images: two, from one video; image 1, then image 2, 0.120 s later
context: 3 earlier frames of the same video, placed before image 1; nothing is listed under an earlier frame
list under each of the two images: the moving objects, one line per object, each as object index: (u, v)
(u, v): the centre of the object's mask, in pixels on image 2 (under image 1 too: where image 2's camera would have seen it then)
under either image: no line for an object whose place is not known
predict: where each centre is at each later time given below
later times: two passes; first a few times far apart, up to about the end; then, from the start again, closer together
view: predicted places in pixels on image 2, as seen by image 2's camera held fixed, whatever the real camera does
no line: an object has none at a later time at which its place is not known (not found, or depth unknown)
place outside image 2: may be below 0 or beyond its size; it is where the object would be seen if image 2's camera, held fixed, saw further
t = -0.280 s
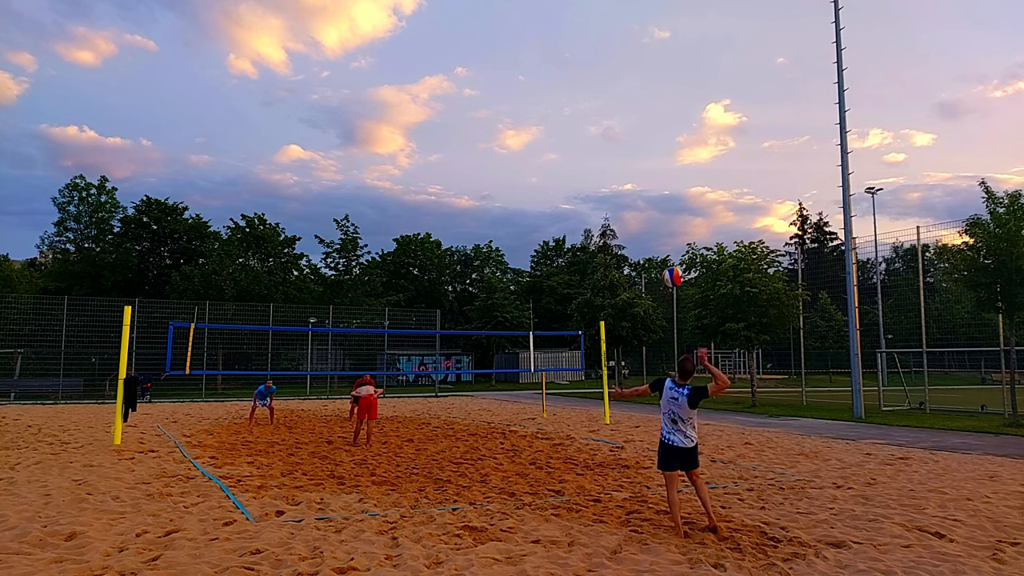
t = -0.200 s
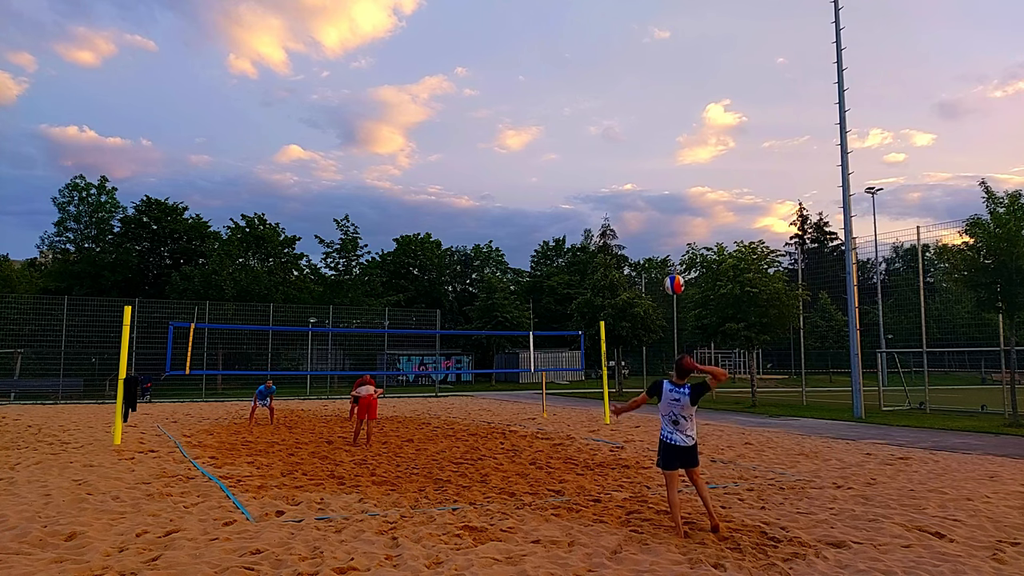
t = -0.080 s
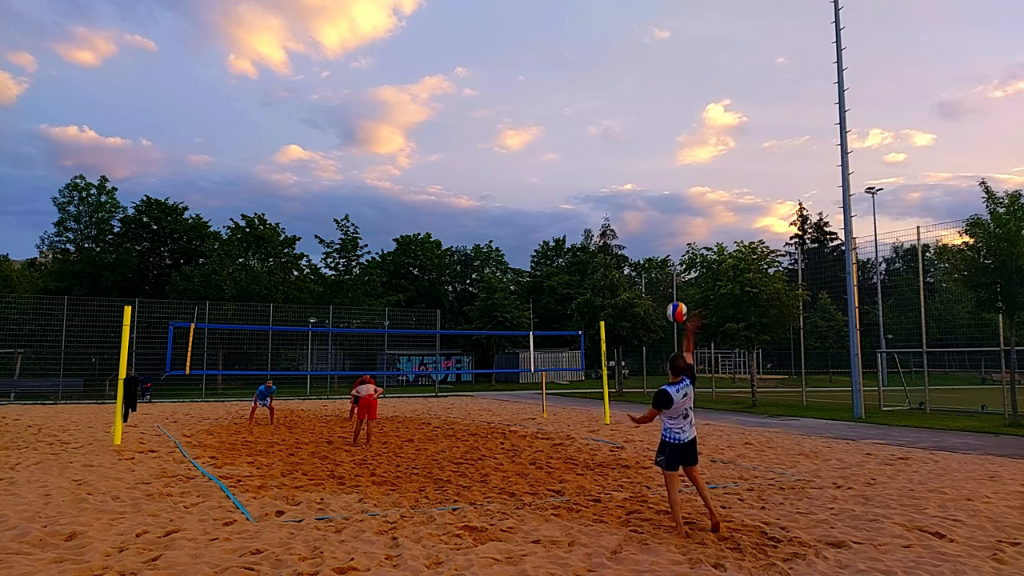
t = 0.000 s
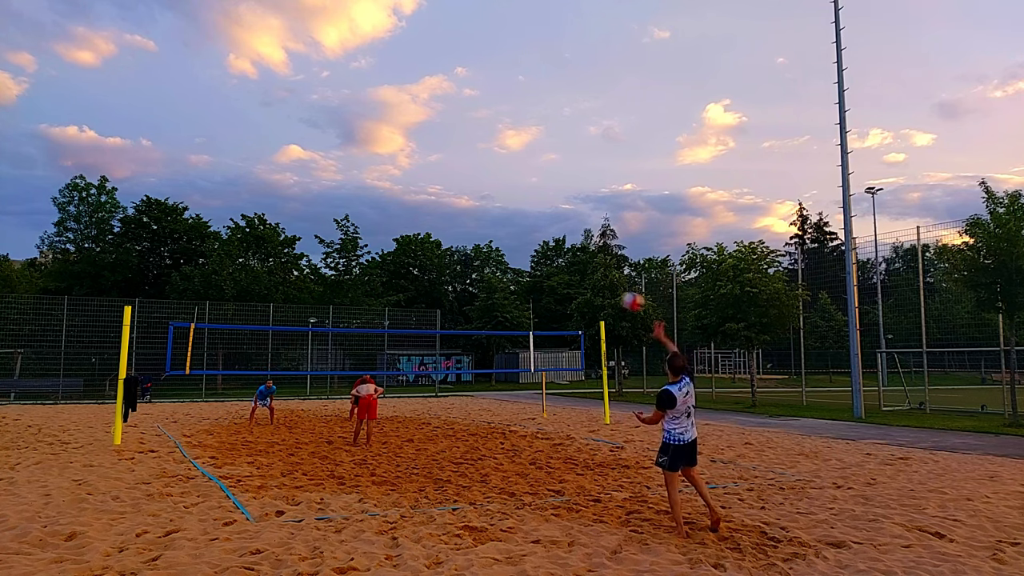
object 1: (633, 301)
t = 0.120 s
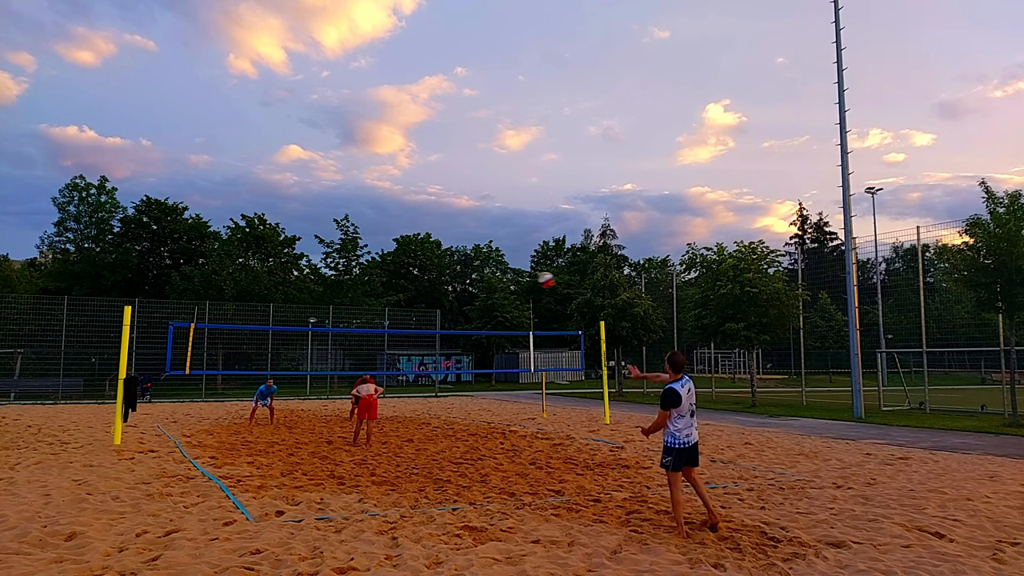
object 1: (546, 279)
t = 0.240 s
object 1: (494, 275)
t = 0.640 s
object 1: (385, 313)
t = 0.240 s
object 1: (494, 275)
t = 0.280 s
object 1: (481, 276)
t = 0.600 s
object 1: (392, 309)
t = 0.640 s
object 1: (385, 313)
